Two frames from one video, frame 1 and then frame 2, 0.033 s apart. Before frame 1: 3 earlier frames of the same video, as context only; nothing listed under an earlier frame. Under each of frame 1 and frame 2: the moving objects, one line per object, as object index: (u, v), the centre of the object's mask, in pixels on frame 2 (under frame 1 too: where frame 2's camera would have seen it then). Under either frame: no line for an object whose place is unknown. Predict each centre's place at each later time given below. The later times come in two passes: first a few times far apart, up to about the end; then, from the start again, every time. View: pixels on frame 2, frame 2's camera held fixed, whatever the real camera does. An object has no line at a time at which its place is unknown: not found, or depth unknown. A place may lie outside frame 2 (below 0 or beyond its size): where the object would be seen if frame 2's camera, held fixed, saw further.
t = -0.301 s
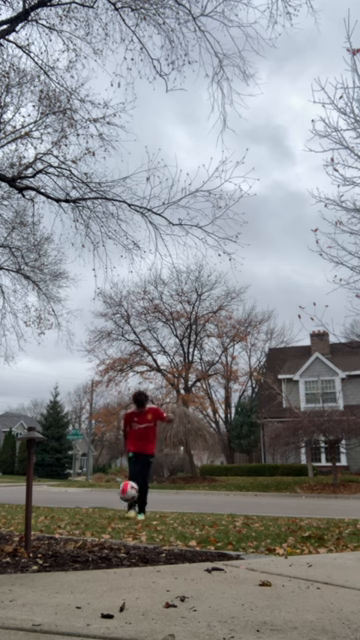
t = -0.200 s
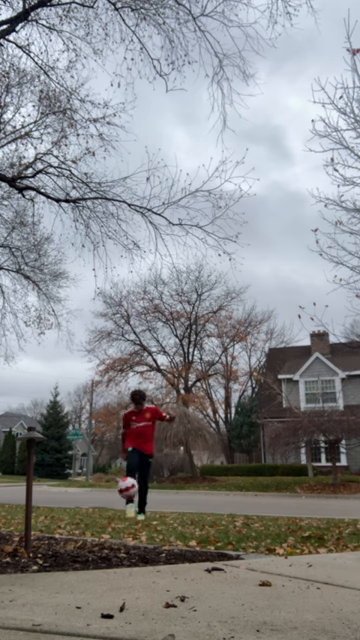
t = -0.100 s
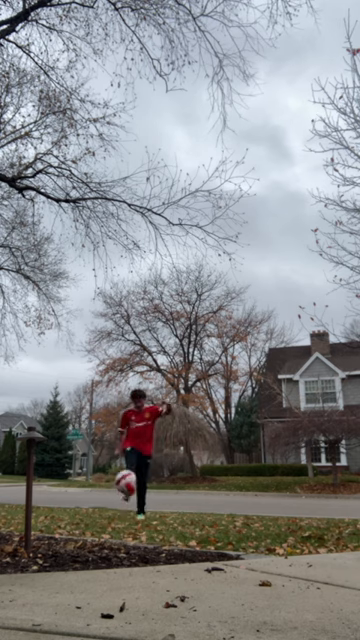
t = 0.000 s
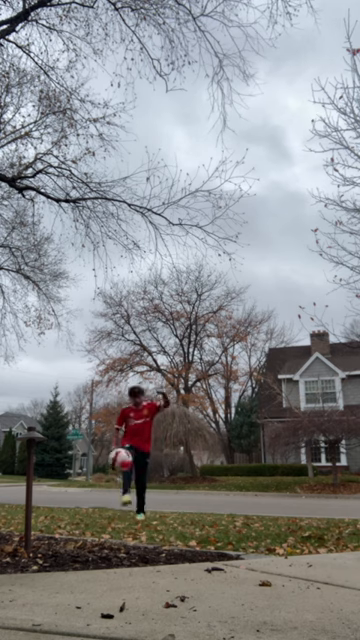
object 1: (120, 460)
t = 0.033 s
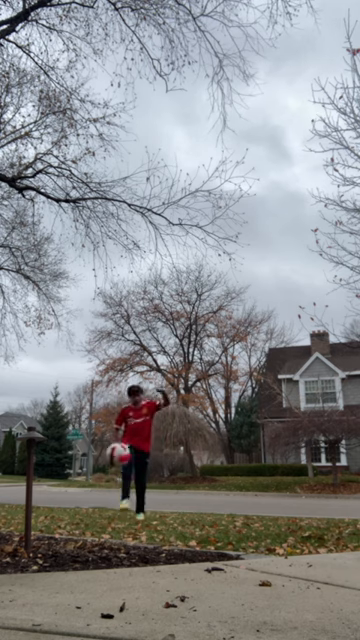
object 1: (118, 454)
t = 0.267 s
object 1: (96, 451)
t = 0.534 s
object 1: (59, 500)
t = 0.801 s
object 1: (55, 466)
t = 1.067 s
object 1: (88, 525)
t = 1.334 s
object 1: (79, 533)
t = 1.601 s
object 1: (74, 541)
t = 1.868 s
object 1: (75, 542)
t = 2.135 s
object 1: (76, 546)
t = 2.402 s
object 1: (79, 551)
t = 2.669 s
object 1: (83, 555)
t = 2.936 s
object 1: (92, 557)
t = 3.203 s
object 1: (106, 560)
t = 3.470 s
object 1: (123, 560)
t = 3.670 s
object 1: (134, 560)
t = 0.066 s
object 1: (115, 450)
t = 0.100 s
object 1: (113, 447)
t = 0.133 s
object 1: (109, 445)
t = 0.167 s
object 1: (107, 444)
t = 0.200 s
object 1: (103, 445)
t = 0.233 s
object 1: (100, 448)
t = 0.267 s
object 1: (96, 451)
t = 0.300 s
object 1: (91, 457)
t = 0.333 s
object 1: (87, 465)
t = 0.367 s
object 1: (81, 476)
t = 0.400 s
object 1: (76, 490)
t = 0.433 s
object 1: (69, 507)
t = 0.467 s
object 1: (63, 523)
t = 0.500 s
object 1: (61, 511)
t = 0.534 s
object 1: (59, 500)
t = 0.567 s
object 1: (56, 491)
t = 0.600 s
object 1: (54, 483)
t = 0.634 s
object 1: (51, 478)
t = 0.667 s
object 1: (50, 475)
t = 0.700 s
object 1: (48, 474)
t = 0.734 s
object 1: (47, 471)
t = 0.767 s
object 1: (51, 467)
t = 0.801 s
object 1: (55, 466)
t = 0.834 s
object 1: (60, 467)
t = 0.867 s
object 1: (64, 470)
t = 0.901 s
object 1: (69, 475)
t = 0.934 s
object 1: (73, 483)
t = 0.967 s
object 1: (78, 493)
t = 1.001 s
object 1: (83, 506)
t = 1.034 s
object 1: (86, 520)
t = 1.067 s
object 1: (88, 525)
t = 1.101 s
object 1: (87, 523)
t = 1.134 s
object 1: (86, 522)
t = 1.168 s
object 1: (84, 523)
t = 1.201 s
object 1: (83, 527)
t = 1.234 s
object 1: (82, 529)
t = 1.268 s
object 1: (81, 529)
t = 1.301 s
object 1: (80, 529)
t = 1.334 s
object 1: (79, 533)
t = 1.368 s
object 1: (78, 534)
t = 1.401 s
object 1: (77, 535)
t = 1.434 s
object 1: (76, 536)
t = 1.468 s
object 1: (75, 538)
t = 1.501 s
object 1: (74, 540)
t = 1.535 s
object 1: (74, 542)
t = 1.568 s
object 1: (73, 543)
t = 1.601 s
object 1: (74, 541)
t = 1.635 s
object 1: (75, 537)
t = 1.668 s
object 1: (74, 537)
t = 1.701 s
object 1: (74, 539)
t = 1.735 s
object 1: (75, 540)
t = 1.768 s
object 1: (75, 540)
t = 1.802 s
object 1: (75, 541)
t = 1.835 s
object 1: (75, 541)
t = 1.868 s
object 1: (75, 542)
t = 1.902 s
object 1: (75, 543)
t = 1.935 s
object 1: (75, 543)
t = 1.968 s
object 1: (75, 544)
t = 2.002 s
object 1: (75, 544)
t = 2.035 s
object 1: (75, 545)
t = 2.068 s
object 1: (76, 545)
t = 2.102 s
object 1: (76, 545)
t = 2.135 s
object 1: (76, 546)
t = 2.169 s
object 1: (77, 546)
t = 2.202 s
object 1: (77, 547)
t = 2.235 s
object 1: (77, 548)
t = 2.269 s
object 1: (78, 548)
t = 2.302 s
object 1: (78, 549)
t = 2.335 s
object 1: (78, 549)
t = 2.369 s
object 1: (79, 550)
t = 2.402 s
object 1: (79, 551)
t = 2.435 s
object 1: (80, 551)
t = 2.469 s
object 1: (80, 551)
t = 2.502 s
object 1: (80, 552)
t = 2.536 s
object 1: (81, 552)
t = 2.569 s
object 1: (81, 553)
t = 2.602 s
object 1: (82, 554)
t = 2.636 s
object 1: (82, 554)
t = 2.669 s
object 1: (83, 555)
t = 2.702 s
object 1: (84, 555)
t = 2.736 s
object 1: (85, 555)
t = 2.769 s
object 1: (86, 555)
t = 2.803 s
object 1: (87, 556)
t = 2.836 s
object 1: (88, 556)
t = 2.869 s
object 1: (89, 557)
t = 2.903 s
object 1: (90, 557)
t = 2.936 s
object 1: (92, 557)
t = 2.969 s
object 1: (93, 558)
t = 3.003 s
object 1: (95, 558)
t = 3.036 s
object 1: (96, 558)
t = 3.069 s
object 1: (98, 559)
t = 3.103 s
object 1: (100, 559)
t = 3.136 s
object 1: (102, 559)
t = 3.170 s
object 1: (104, 560)
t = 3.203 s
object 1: (106, 560)
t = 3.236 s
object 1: (108, 561)
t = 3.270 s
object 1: (111, 560)
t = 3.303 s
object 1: (113, 561)
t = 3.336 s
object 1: (115, 561)
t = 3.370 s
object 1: (117, 561)
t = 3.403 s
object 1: (119, 561)
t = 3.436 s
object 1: (121, 561)
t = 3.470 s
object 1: (123, 560)
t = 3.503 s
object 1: (125, 560)
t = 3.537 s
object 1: (126, 560)
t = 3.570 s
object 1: (128, 560)
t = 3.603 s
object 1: (130, 560)
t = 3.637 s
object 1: (132, 560)
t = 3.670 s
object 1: (134, 560)
